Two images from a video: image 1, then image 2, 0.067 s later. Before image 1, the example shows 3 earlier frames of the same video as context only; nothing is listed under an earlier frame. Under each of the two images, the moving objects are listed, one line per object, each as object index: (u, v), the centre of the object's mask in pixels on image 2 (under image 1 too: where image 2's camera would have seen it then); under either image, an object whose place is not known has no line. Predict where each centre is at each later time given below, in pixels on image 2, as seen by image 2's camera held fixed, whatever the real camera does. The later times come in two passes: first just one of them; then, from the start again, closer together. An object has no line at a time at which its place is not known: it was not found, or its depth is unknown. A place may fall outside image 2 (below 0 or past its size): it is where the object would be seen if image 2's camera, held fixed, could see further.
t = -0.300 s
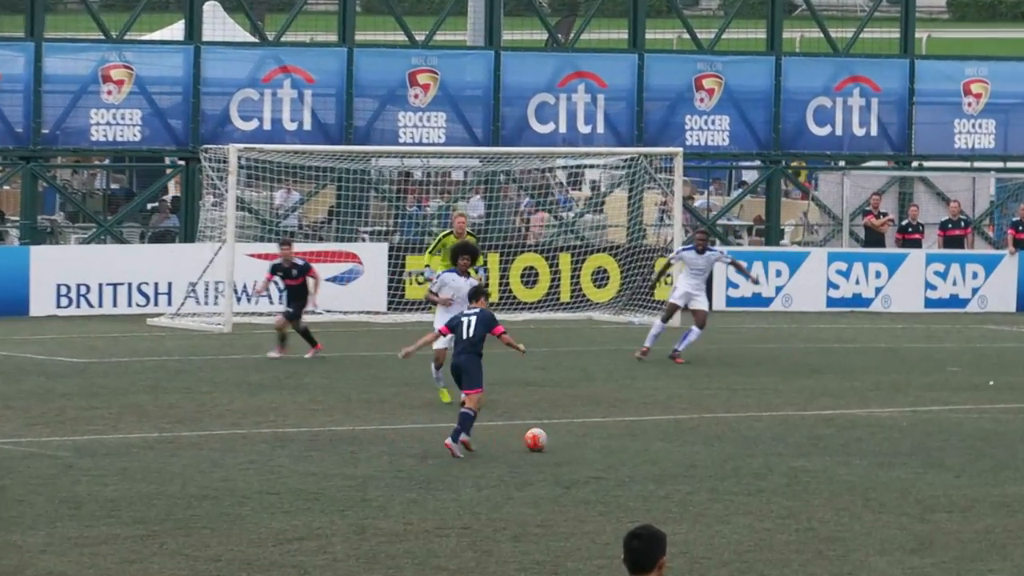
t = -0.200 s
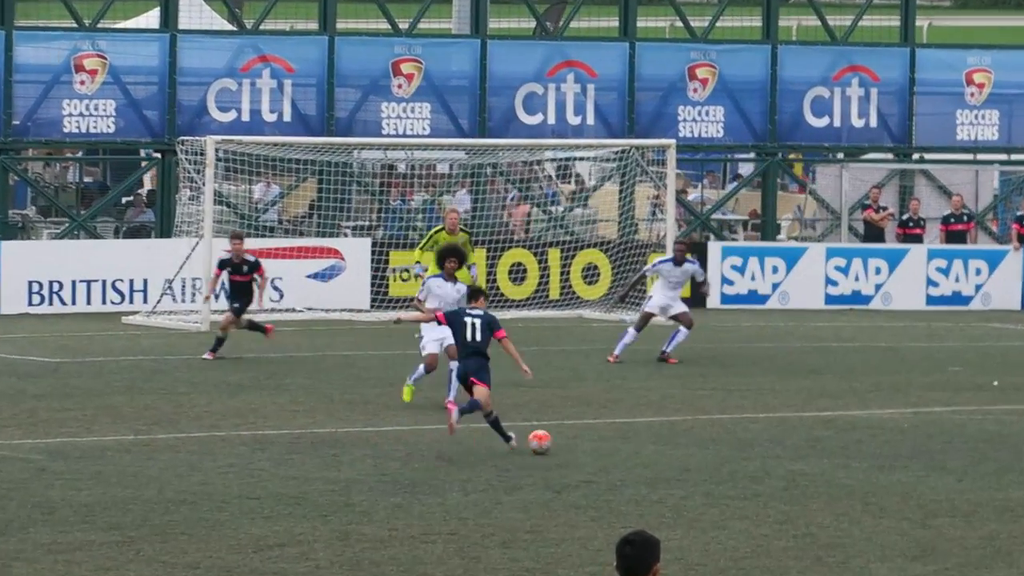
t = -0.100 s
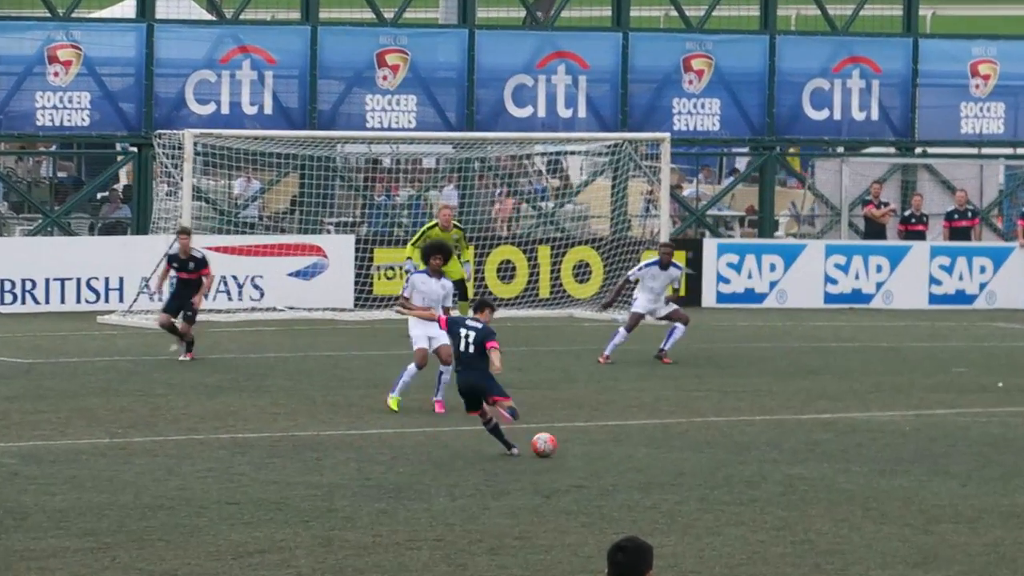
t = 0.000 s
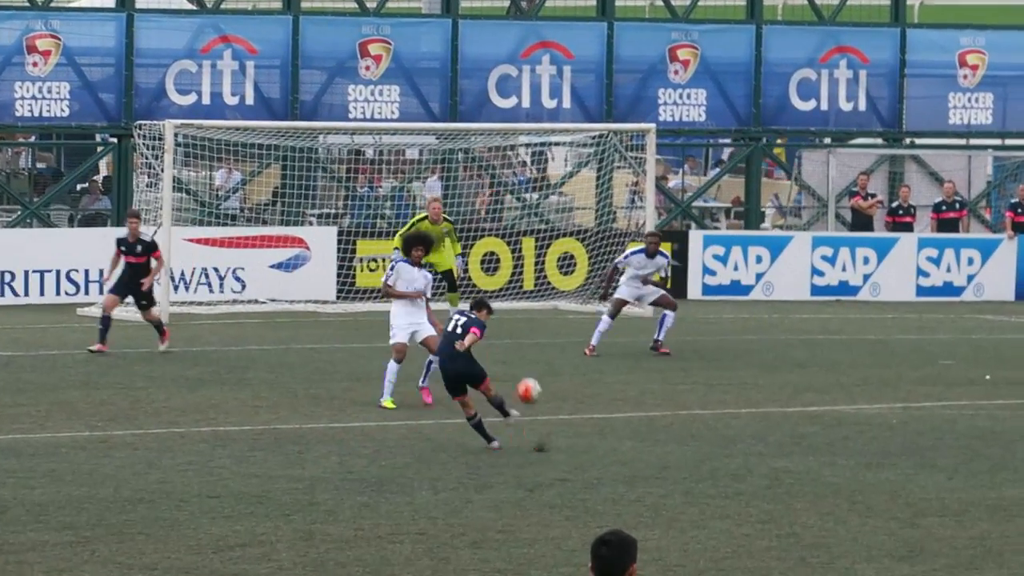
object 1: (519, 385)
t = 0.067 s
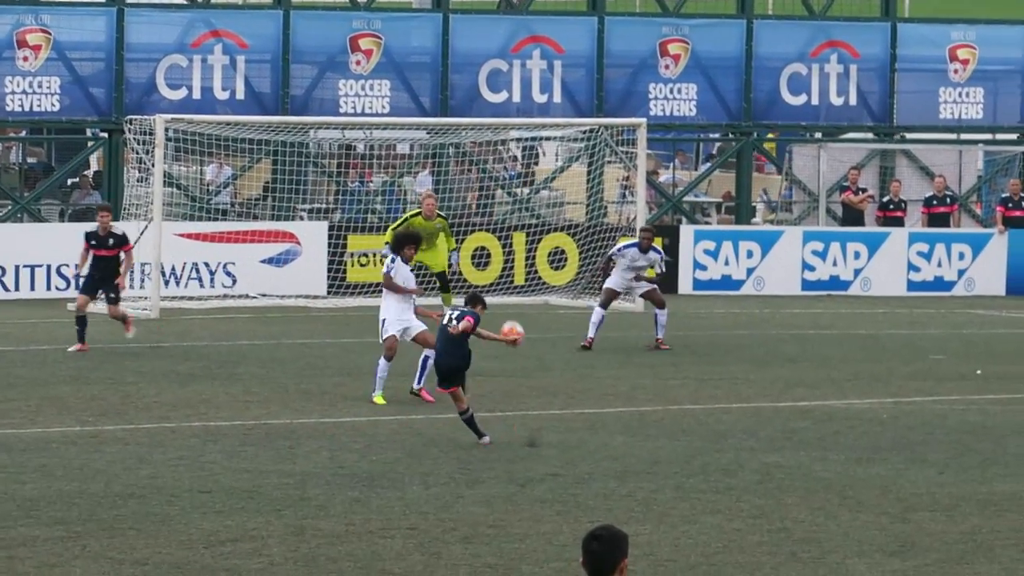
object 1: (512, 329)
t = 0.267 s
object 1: (476, 204)
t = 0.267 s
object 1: (476, 204)
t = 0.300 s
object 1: (469, 185)
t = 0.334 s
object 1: (462, 170)
